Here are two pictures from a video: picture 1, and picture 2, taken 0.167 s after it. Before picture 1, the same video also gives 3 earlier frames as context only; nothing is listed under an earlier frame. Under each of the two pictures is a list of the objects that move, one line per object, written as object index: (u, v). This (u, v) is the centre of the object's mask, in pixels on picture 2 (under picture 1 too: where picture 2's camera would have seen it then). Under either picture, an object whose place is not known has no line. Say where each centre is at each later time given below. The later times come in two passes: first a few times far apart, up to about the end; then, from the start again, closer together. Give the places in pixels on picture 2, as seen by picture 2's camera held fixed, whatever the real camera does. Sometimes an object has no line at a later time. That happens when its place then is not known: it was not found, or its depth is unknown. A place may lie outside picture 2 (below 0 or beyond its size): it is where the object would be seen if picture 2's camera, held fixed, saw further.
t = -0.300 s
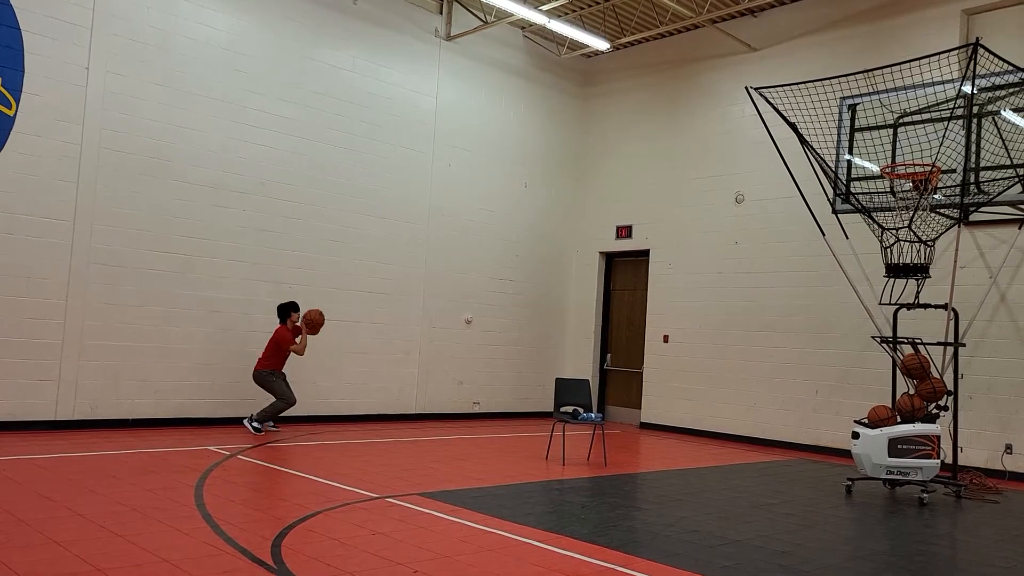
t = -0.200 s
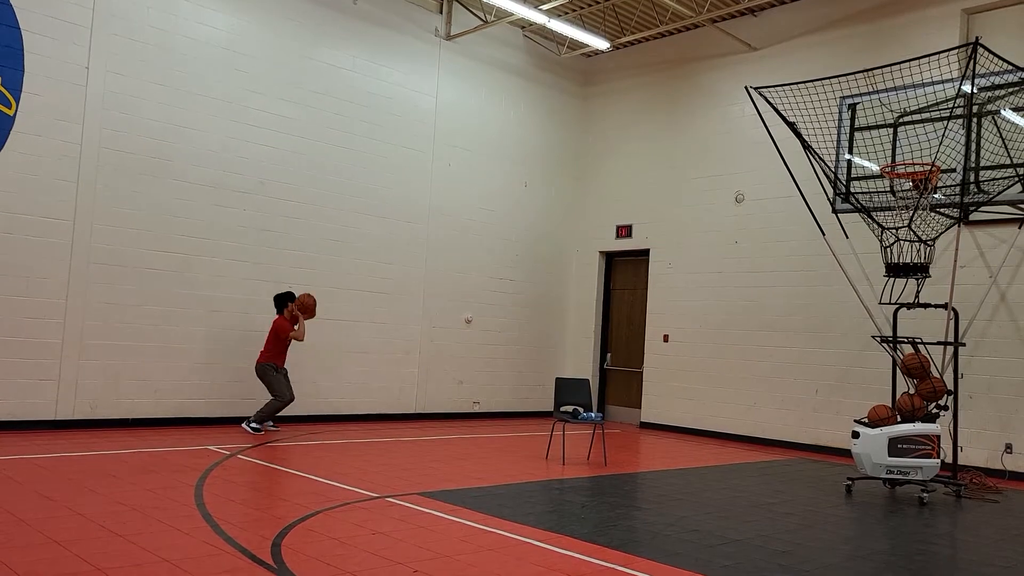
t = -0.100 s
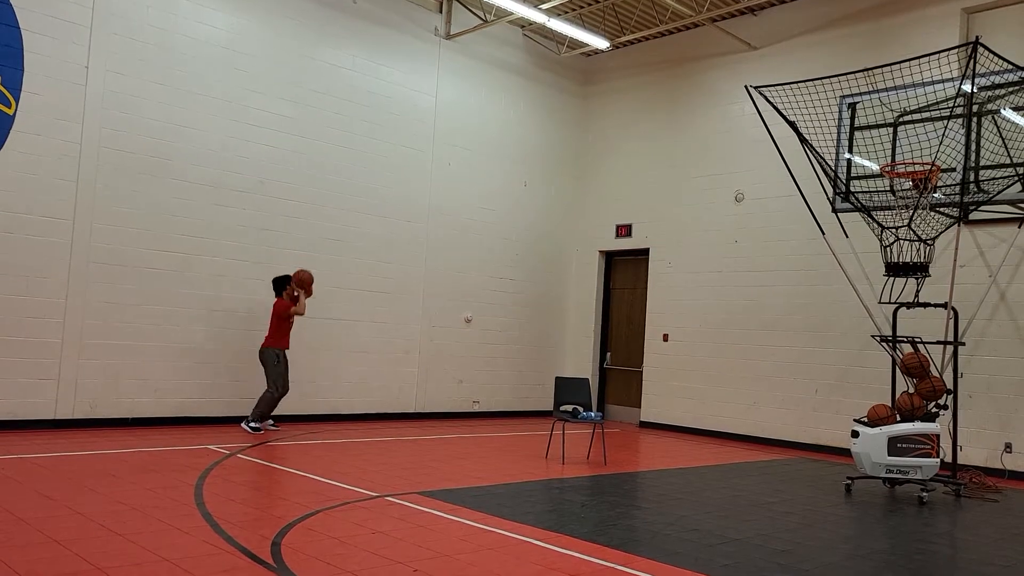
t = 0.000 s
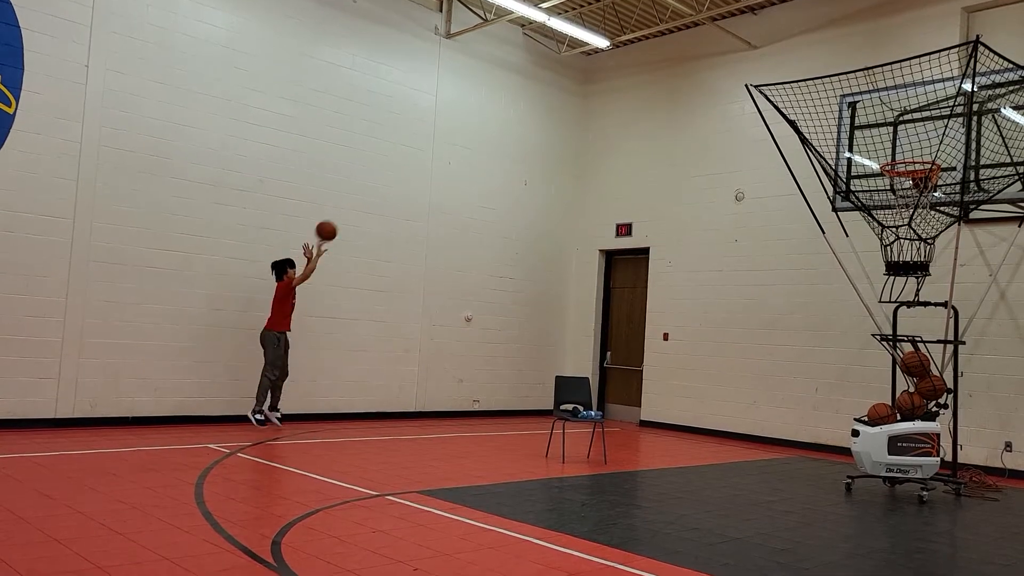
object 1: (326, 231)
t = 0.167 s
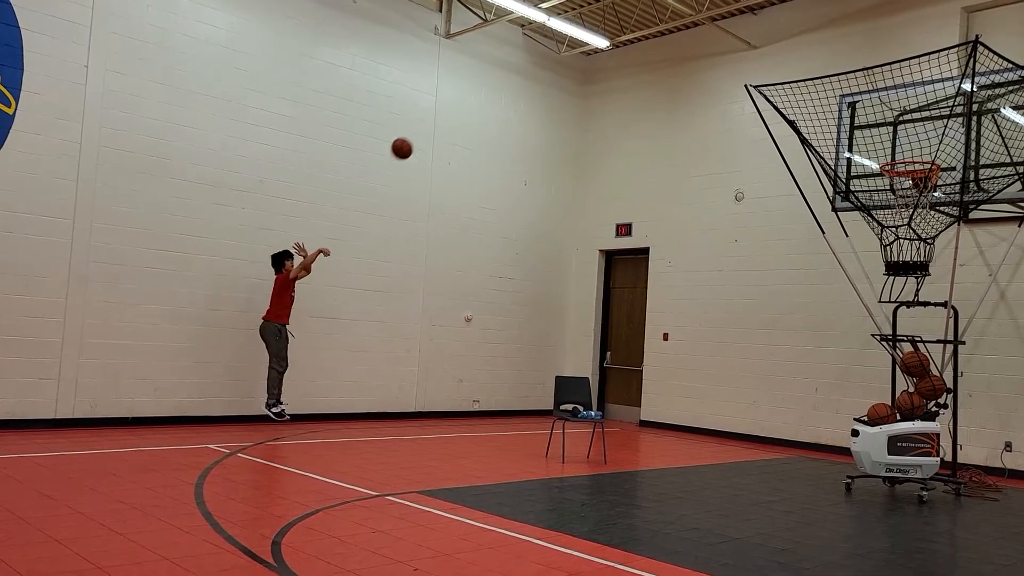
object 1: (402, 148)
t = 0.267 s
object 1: (447, 109)
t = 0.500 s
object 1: (554, 47)
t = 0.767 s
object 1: (679, 35)
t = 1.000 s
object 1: (796, 79)
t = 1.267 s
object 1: (935, 196)
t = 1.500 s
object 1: (917, 227)
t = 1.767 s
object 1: (880, 221)
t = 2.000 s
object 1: (892, 226)
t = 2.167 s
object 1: (898, 240)
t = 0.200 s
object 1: (417, 134)
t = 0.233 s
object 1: (432, 121)
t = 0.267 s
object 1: (447, 109)
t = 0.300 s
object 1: (462, 98)
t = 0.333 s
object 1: (478, 87)
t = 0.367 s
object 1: (493, 77)
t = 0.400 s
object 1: (508, 69)
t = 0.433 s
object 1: (523, 61)
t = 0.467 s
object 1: (539, 54)
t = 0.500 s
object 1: (554, 47)
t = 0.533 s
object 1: (569, 43)
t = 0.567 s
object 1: (585, 39)
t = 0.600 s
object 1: (602, 35)
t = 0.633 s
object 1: (617, 33)
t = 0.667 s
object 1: (633, 32)
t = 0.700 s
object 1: (649, 32)
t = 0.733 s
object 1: (664, 33)
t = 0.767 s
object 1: (679, 35)
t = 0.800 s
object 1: (697, 38)
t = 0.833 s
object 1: (712, 42)
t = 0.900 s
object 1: (746, 54)
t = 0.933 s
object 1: (762, 61)
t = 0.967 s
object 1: (779, 70)
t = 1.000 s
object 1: (796, 79)
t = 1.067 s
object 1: (831, 102)
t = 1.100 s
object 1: (848, 116)
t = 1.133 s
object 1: (866, 130)
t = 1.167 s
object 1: (884, 146)
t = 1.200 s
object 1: (903, 163)
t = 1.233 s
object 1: (921, 184)
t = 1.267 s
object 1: (935, 196)
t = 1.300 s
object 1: (943, 207)
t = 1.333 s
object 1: (951, 215)
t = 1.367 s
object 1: (949, 224)
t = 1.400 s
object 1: (943, 228)
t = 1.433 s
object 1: (935, 228)
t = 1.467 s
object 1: (926, 227)
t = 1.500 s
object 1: (917, 227)
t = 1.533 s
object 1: (906, 228)
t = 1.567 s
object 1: (896, 230)
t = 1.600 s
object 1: (886, 233)
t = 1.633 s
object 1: (879, 234)
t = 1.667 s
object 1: (878, 233)
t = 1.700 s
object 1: (877, 229)
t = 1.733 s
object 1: (878, 225)
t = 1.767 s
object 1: (880, 221)
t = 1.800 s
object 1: (882, 219)
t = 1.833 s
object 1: (884, 217)
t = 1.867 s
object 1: (885, 217)
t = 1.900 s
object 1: (887, 217)
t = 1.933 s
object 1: (888, 218)
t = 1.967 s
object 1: (890, 221)
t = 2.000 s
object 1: (892, 226)
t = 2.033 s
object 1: (893, 231)
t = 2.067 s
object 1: (894, 237)
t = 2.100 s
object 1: (894, 239)
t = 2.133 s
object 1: (896, 240)
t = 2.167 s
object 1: (898, 240)
